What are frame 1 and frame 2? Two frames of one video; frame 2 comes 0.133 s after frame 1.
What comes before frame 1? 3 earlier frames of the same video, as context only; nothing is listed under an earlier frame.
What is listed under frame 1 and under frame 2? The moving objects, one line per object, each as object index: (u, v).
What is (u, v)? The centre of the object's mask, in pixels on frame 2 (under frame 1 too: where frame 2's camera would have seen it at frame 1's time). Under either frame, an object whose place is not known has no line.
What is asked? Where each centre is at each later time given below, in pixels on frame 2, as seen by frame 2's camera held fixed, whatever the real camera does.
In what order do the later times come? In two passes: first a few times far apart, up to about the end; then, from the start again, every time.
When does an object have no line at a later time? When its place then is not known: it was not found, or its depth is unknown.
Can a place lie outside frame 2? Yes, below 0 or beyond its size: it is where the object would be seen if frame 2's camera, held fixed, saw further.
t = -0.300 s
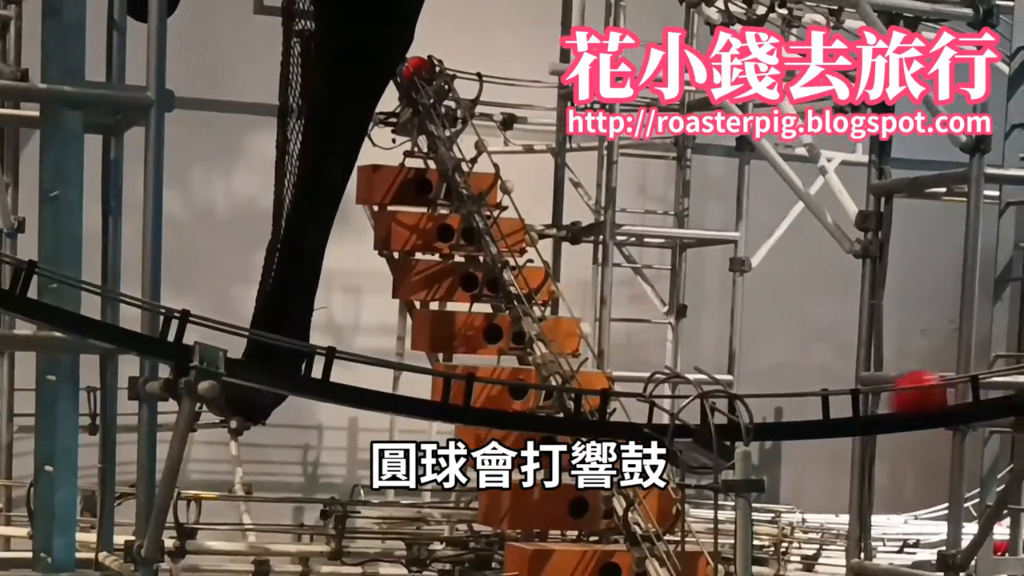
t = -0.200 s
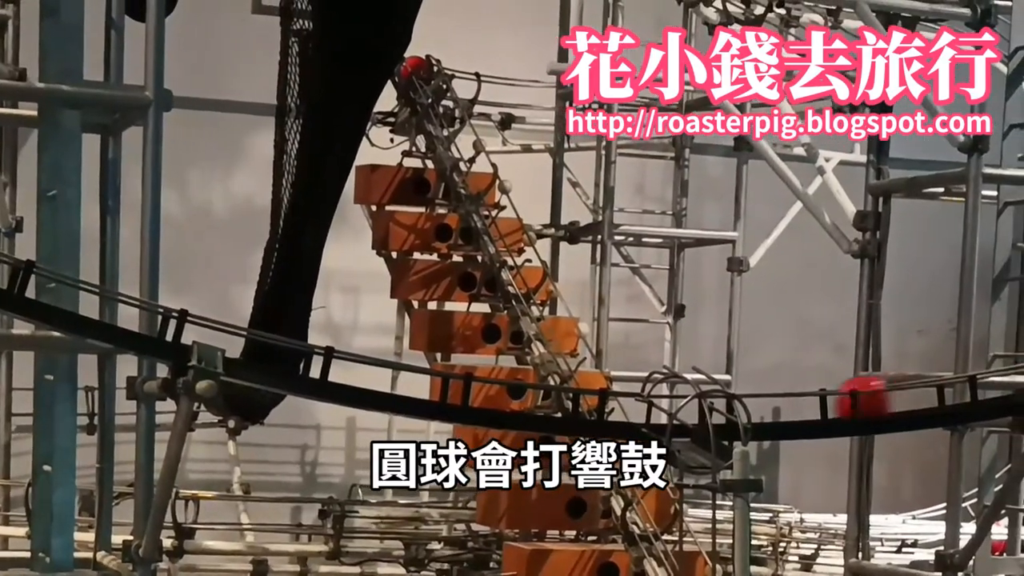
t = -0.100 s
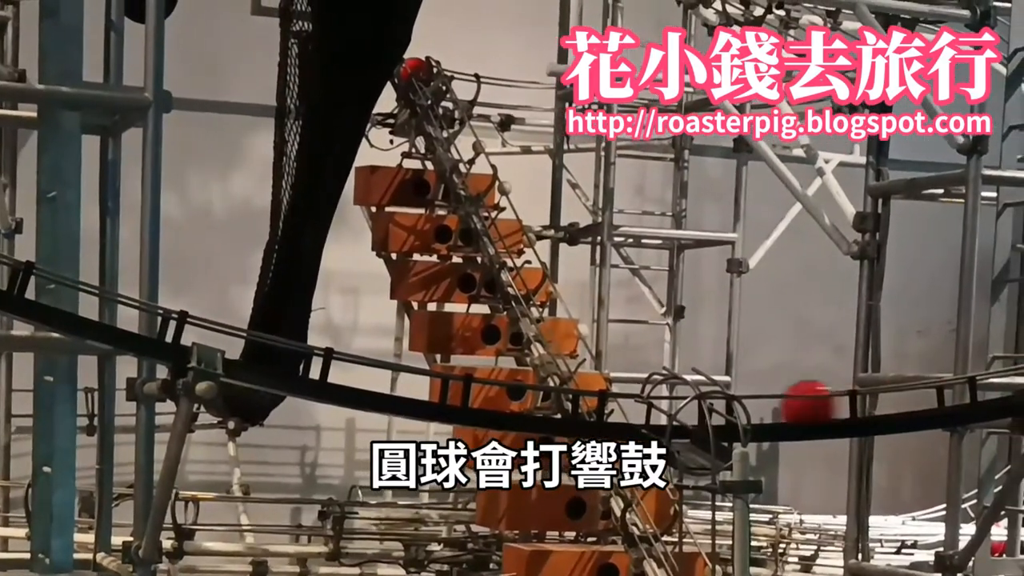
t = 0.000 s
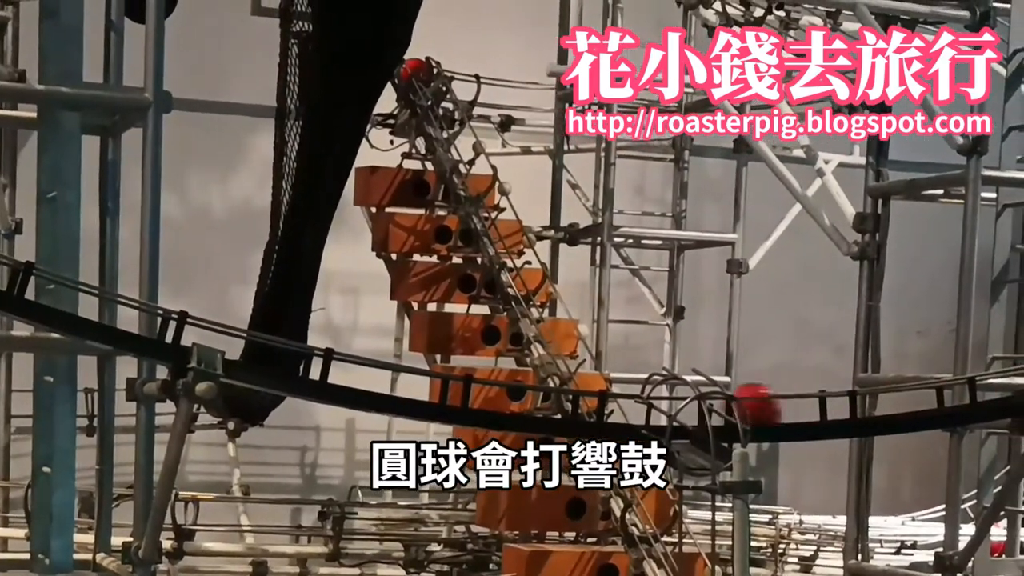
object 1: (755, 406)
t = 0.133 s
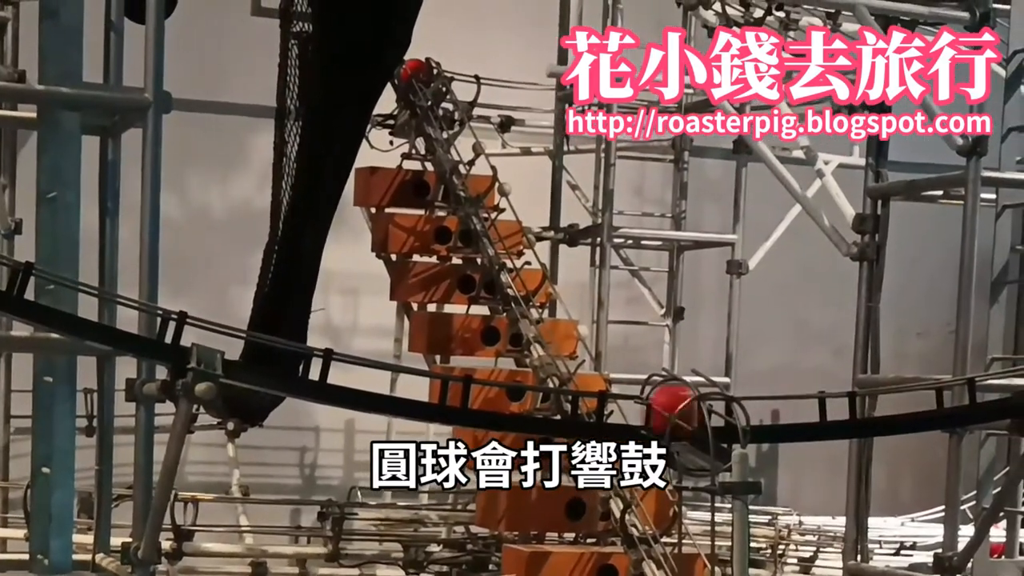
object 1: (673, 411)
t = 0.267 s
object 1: (589, 401)
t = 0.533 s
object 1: (442, 384)
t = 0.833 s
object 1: (290, 353)
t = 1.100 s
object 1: (177, 322)
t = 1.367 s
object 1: (100, 300)
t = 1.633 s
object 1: (58, 287)
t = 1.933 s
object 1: (63, 289)
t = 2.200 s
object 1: (116, 307)
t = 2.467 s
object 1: (208, 331)
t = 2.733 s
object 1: (320, 361)
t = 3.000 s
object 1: (449, 385)
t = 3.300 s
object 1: (623, 404)
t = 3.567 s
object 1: (761, 405)
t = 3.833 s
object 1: (882, 399)
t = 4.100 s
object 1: (989, 384)
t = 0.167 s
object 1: (650, 408)
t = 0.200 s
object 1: (629, 405)
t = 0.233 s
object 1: (611, 405)
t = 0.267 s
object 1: (589, 401)
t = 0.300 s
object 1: (571, 400)
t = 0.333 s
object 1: (554, 397)
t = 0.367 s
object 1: (535, 396)
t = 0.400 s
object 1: (514, 394)
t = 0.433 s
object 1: (501, 391)
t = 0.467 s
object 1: (482, 389)
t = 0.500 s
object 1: (450, 384)
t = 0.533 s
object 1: (442, 384)
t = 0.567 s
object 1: (429, 382)
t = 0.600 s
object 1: (411, 378)
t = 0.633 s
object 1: (391, 375)
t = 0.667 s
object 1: (374, 372)
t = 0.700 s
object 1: (358, 368)
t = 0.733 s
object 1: (348, 365)
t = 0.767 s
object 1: (323, 361)
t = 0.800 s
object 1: (305, 357)
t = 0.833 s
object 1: (290, 353)
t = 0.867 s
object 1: (277, 350)
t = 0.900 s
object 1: (263, 346)
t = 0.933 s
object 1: (249, 343)
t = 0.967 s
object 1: (235, 338)
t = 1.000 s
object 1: (221, 334)
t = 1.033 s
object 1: (209, 331)
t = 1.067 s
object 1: (194, 327)
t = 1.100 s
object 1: (177, 322)
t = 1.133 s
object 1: (168, 321)
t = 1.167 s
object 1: (152, 316)
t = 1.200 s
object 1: (145, 314)
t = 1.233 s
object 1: (135, 312)
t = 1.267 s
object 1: (125, 309)
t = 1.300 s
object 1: (117, 306)
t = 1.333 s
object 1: (108, 303)
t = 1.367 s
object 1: (100, 300)
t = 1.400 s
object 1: (91, 298)
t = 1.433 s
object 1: (85, 297)
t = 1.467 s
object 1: (78, 294)
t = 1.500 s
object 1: (72, 292)
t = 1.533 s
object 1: (67, 290)
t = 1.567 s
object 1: (63, 289)
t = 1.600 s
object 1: (60, 288)
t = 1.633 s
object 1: (58, 287)
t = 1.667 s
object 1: (57, 287)
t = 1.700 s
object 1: (57, 286)
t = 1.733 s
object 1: (56, 286)
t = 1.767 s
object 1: (56, 286)
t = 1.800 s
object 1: (56, 287)
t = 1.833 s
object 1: (57, 287)
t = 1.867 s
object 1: (58, 287)
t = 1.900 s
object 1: (60, 288)
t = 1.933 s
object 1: (63, 289)
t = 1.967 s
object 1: (67, 290)
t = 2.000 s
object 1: (71, 292)
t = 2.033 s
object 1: (77, 294)
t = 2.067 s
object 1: (84, 296)
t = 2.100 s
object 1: (90, 298)
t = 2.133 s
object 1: (98, 301)
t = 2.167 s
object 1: (107, 304)
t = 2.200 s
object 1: (116, 307)
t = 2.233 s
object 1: (126, 309)
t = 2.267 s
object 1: (135, 312)
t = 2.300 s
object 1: (145, 315)
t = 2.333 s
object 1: (155, 318)
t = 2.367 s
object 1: (167, 322)
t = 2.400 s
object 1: (177, 323)
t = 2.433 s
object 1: (192, 327)
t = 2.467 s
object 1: (208, 331)
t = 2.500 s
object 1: (218, 334)
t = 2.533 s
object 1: (234, 338)
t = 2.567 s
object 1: (247, 342)
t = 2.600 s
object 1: (261, 346)
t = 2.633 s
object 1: (274, 350)
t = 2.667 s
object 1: (287, 353)
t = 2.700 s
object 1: (302, 357)
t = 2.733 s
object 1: (320, 361)
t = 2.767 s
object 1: (337, 365)
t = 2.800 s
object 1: (356, 368)
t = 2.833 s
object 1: (372, 372)
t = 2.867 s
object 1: (388, 375)
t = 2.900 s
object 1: (406, 378)
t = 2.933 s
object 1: (422, 382)
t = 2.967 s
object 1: (438, 384)
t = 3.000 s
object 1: (449, 385)
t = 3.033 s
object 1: (474, 390)
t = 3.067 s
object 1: (497, 391)
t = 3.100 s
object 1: (509, 393)
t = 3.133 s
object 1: (528, 397)
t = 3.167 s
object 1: (548, 397)
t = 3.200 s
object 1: (566, 400)
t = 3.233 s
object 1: (581, 401)
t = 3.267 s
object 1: (598, 401)
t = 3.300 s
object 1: (623, 404)
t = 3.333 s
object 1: (635, 406)
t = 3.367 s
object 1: (654, 407)
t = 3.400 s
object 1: (674, 409)
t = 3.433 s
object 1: (686, 408)
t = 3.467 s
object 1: (705, 408)
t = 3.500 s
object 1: (725, 410)
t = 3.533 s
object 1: (744, 407)
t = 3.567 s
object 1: (761, 405)
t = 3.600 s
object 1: (774, 405)
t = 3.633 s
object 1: (790, 406)
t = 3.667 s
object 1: (806, 404)
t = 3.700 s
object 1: (821, 403)
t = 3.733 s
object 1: (838, 402)
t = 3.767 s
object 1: (853, 401)
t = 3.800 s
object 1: (868, 400)
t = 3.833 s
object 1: (882, 399)
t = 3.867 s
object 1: (895, 398)
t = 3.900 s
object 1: (910, 396)
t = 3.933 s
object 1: (922, 395)
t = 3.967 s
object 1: (935, 394)
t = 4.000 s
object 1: (946, 392)
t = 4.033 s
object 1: (959, 390)
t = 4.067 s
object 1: (974, 385)
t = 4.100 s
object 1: (989, 384)
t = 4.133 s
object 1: (990, 385)
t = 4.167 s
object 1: (993, 381)
